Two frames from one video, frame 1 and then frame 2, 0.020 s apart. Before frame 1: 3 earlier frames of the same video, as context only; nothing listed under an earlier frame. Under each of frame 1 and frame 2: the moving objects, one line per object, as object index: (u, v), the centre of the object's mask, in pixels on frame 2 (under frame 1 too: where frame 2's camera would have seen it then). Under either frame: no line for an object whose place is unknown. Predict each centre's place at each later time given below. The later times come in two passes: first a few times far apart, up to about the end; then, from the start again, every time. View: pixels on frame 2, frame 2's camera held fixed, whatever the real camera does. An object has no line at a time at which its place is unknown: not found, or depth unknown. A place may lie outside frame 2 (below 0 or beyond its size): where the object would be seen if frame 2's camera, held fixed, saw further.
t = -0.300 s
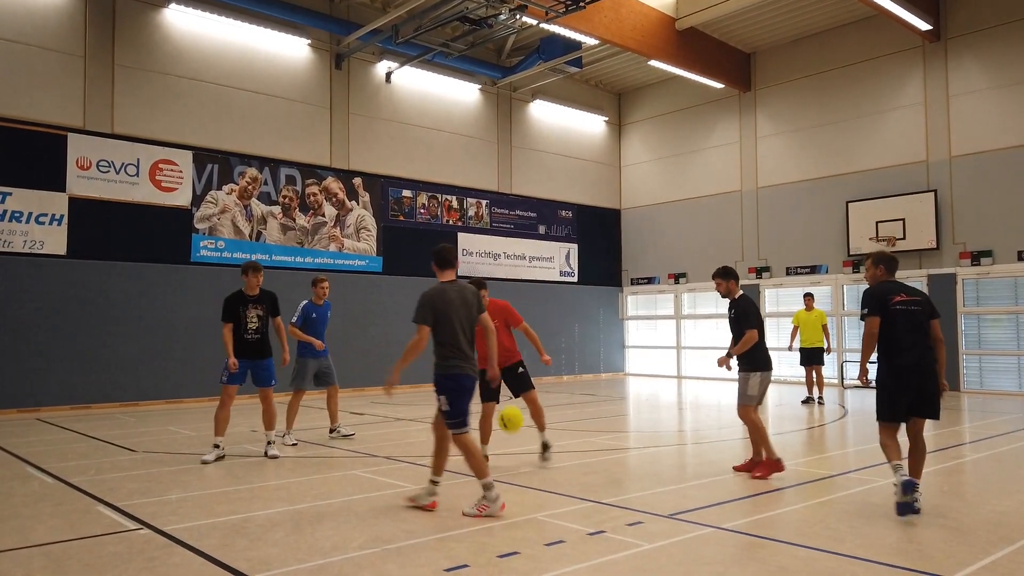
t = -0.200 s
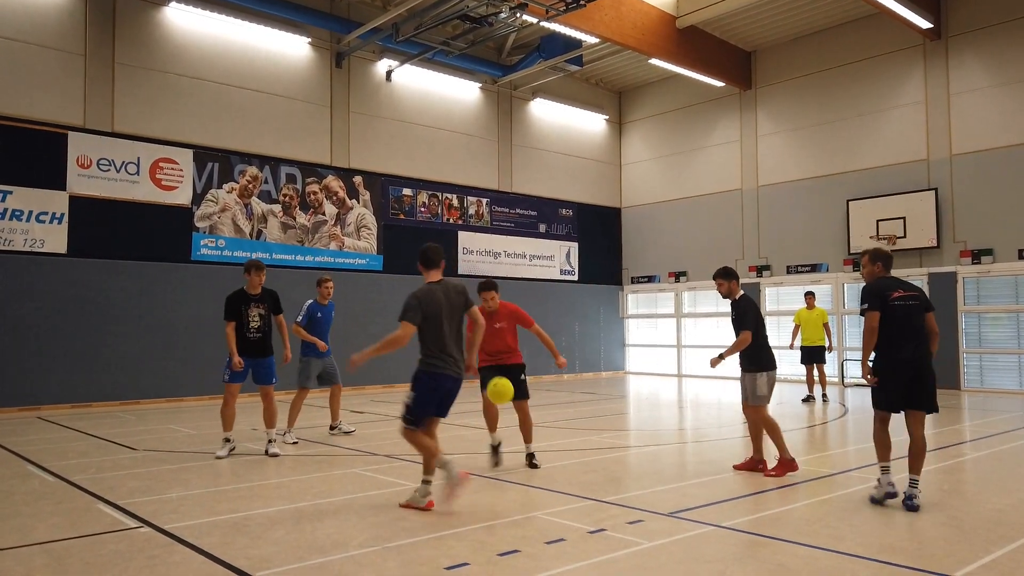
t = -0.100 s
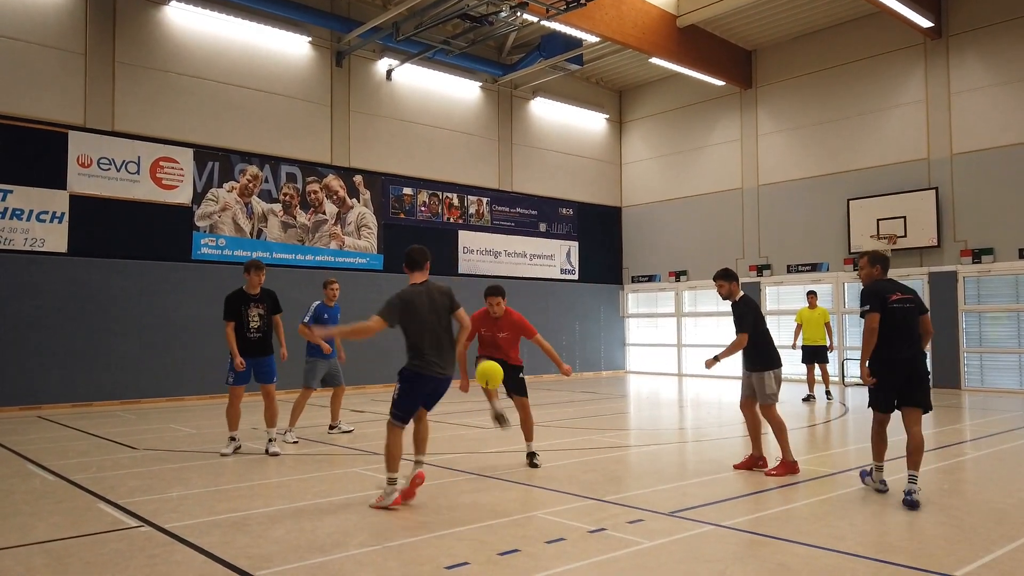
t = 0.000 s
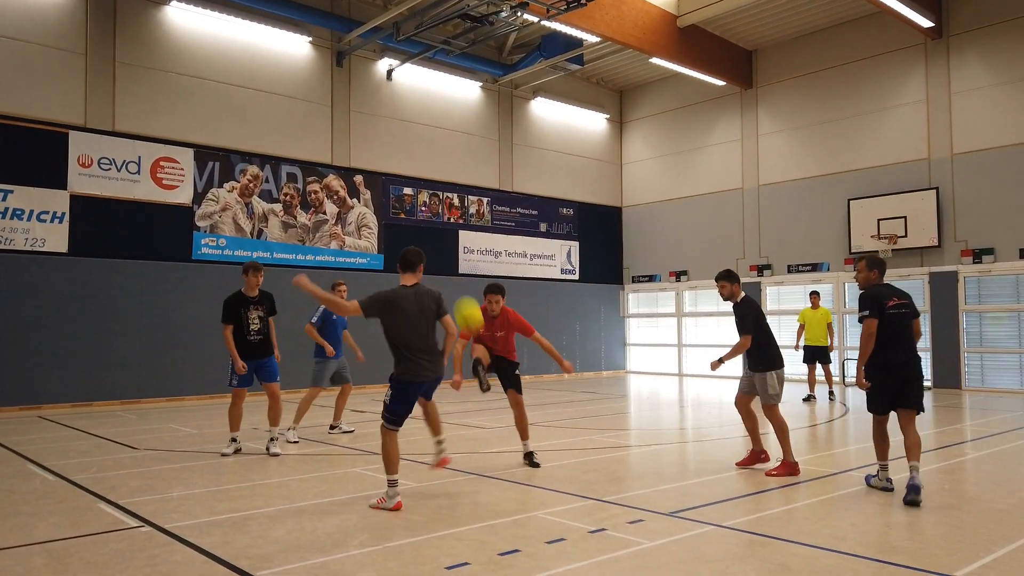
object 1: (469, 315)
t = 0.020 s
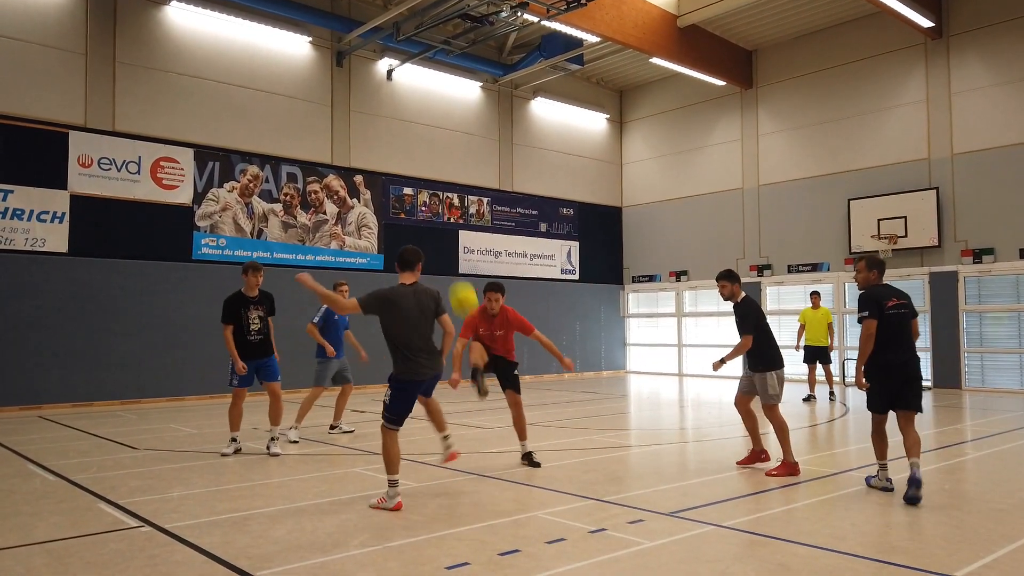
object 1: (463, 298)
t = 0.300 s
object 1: (396, 127)
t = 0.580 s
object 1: (334, 57)
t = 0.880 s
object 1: (272, 82)
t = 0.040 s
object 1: (458, 283)
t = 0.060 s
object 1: (453, 267)
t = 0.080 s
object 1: (447, 252)
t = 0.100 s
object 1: (443, 239)
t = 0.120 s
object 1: (439, 226)
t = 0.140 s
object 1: (435, 213)
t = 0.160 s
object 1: (430, 200)
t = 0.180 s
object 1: (425, 188)
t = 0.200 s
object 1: (420, 176)
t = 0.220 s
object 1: (415, 166)
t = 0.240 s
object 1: (410, 154)
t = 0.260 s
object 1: (405, 144)
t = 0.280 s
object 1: (401, 135)
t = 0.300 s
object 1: (396, 127)
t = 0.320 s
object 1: (392, 118)
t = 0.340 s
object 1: (387, 111)
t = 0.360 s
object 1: (383, 104)
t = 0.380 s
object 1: (378, 97)
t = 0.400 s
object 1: (373, 91)
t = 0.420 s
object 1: (369, 85)
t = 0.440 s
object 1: (364, 80)
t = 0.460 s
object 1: (360, 75)
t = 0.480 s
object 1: (355, 71)
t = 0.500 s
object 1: (351, 67)
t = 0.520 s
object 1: (347, 64)
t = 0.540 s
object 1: (343, 61)
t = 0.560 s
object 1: (338, 59)
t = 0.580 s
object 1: (334, 57)
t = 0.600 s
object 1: (330, 55)
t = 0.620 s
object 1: (326, 54)
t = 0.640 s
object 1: (322, 54)
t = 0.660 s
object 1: (318, 54)
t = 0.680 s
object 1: (313, 54)
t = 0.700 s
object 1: (309, 55)
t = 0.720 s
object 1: (305, 56)
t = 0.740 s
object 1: (300, 58)
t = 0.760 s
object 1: (296, 60)
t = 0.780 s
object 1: (292, 62)
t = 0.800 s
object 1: (287, 66)
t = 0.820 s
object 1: (283, 69)
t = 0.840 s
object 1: (279, 73)
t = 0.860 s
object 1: (276, 77)
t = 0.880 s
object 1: (272, 82)
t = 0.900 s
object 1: (268, 87)
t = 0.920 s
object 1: (264, 92)
